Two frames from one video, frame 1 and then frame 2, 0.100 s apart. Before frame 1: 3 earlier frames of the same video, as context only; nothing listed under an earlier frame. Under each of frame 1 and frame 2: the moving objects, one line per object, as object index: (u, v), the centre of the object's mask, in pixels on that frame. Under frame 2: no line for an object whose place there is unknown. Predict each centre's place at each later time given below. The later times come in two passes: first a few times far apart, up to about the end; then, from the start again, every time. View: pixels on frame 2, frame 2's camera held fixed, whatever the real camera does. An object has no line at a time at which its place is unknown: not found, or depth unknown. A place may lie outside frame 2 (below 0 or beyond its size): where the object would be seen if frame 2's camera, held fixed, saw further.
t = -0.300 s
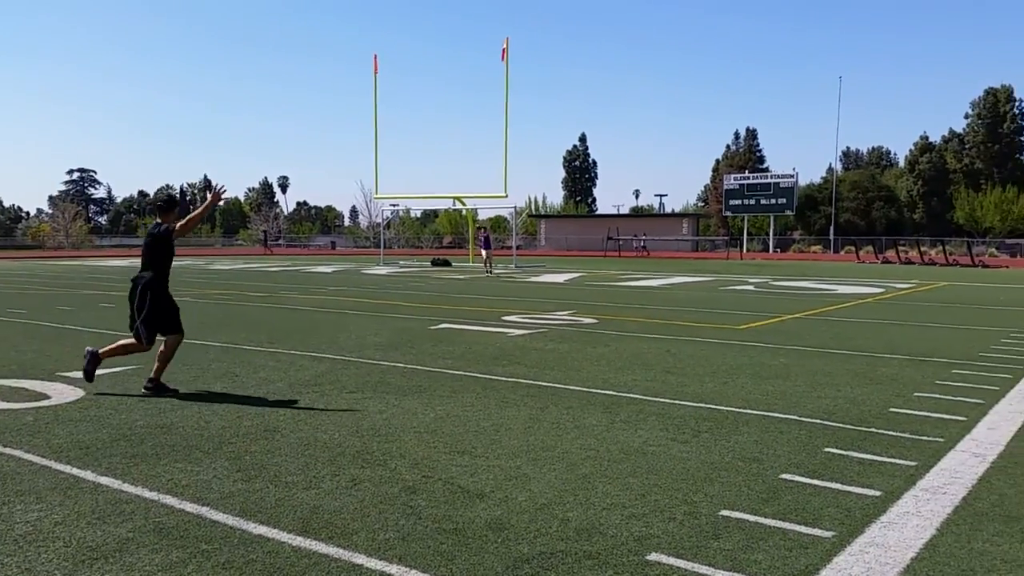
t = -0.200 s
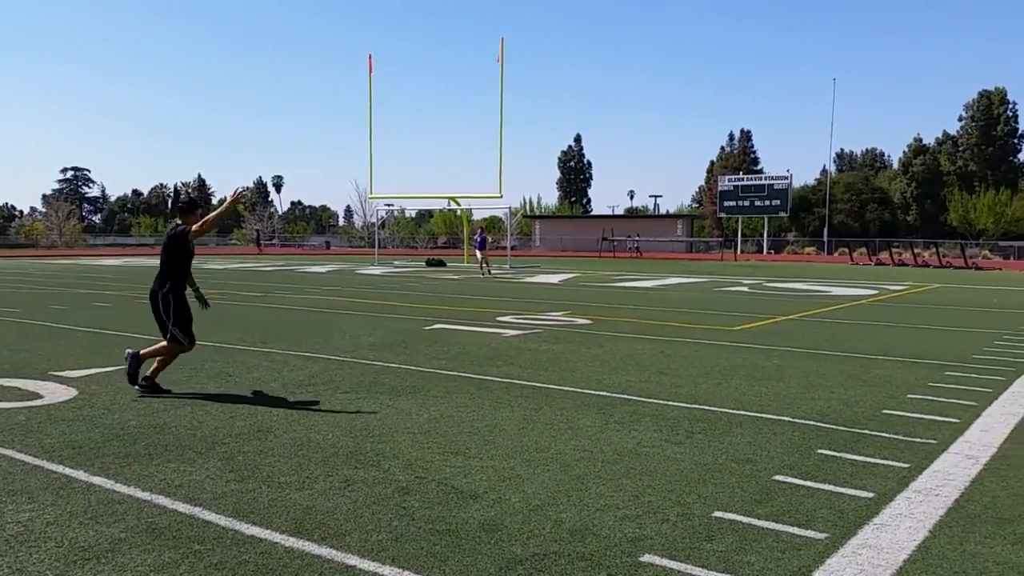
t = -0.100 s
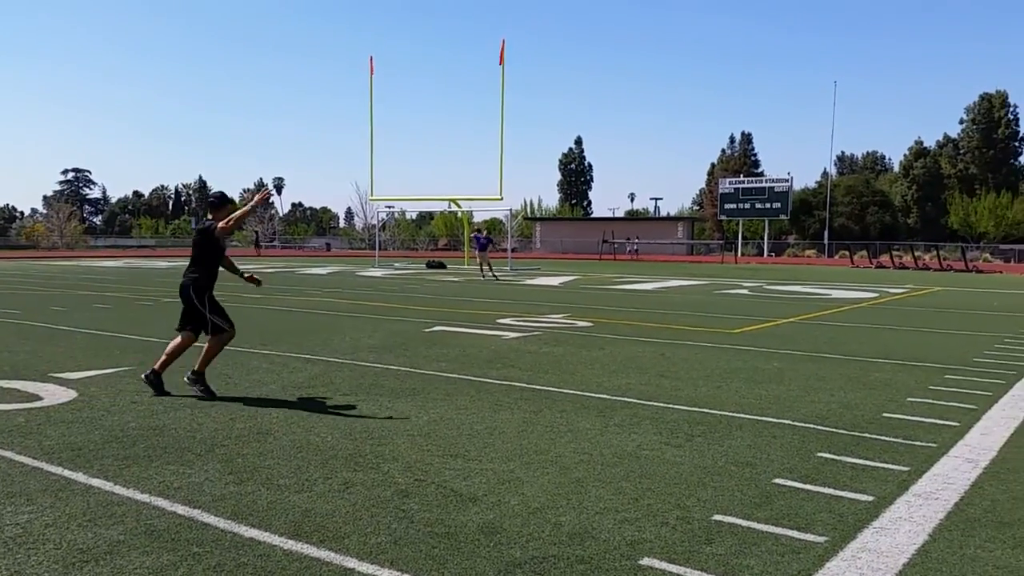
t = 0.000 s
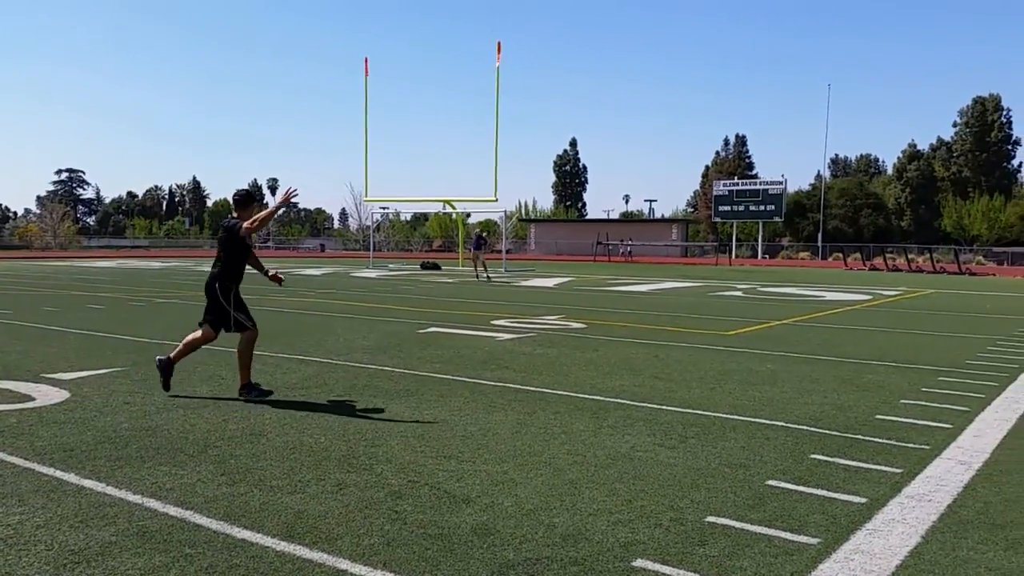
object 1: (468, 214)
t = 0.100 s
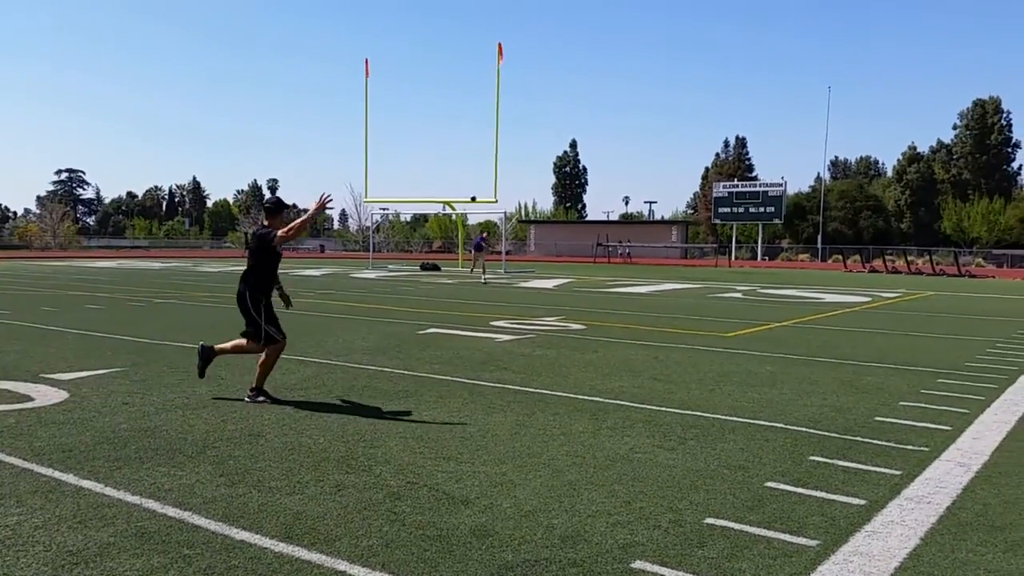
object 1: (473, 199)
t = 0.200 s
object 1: (479, 182)
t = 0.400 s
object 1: (493, 152)
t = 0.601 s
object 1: (510, 128)
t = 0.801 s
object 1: (534, 116)
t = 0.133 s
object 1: (475, 193)
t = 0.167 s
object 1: (476, 187)
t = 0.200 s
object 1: (479, 182)
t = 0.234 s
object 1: (481, 176)
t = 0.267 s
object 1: (483, 171)
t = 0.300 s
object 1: (485, 166)
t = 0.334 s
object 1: (488, 161)
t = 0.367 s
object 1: (490, 156)
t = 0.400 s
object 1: (493, 152)
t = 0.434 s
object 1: (495, 147)
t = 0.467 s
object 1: (497, 143)
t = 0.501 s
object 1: (500, 138)
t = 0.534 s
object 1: (503, 135)
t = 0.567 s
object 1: (506, 131)
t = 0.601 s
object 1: (510, 128)
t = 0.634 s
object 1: (513, 125)
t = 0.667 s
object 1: (516, 123)
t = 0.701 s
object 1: (520, 120)
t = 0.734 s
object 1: (524, 118)
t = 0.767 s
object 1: (529, 117)
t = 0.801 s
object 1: (534, 116)
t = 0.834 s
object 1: (539, 116)
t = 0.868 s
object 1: (545, 117)
